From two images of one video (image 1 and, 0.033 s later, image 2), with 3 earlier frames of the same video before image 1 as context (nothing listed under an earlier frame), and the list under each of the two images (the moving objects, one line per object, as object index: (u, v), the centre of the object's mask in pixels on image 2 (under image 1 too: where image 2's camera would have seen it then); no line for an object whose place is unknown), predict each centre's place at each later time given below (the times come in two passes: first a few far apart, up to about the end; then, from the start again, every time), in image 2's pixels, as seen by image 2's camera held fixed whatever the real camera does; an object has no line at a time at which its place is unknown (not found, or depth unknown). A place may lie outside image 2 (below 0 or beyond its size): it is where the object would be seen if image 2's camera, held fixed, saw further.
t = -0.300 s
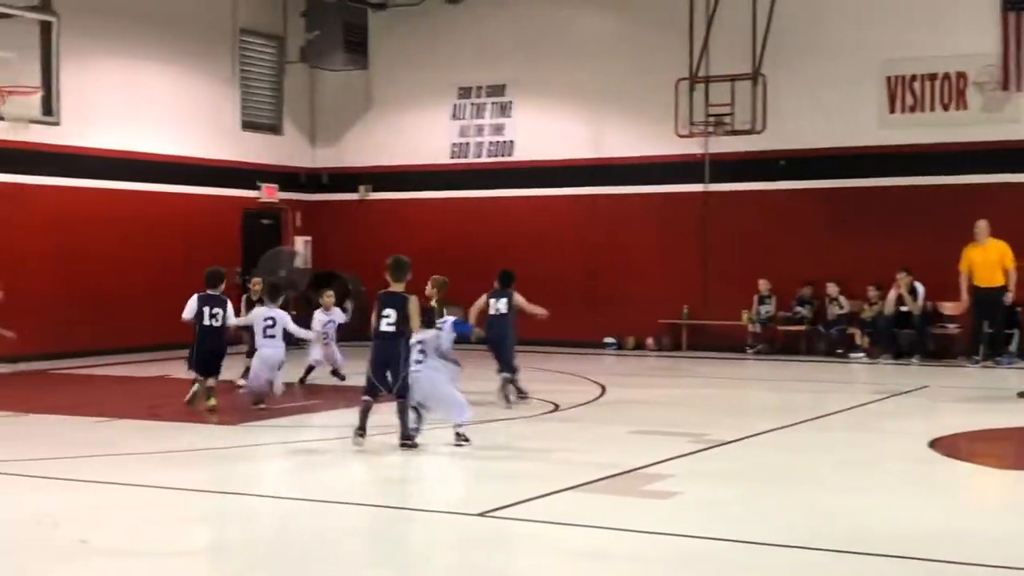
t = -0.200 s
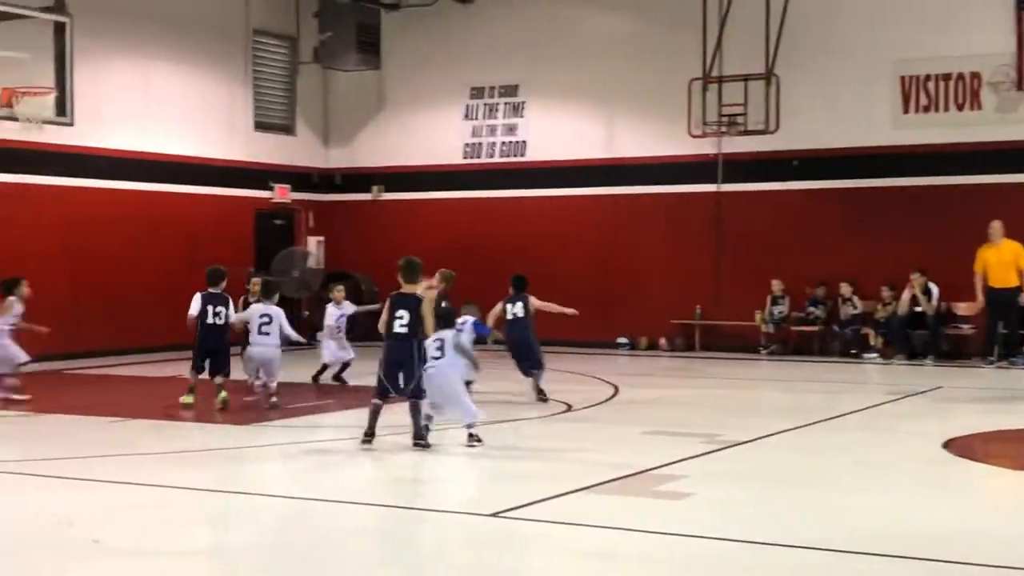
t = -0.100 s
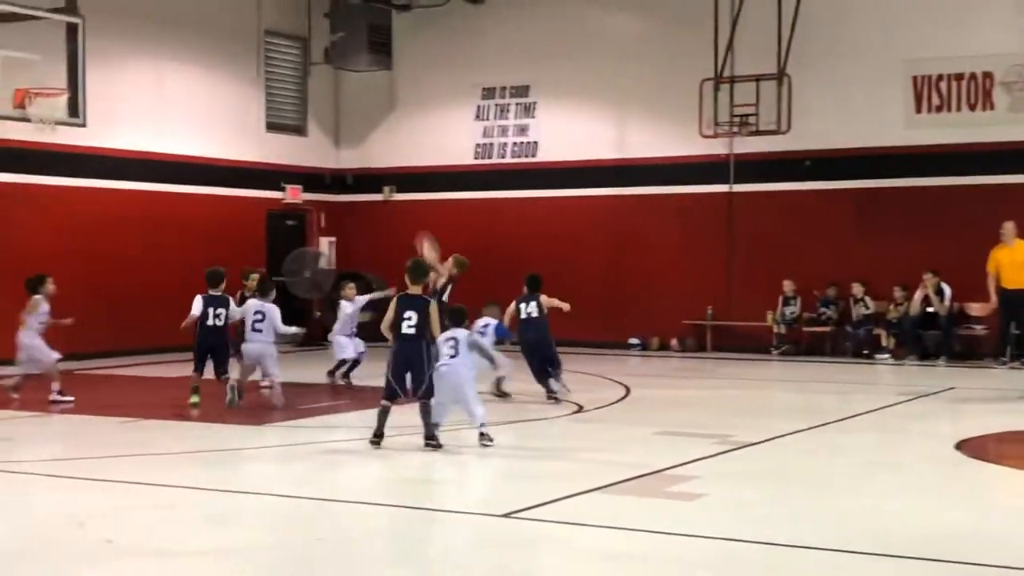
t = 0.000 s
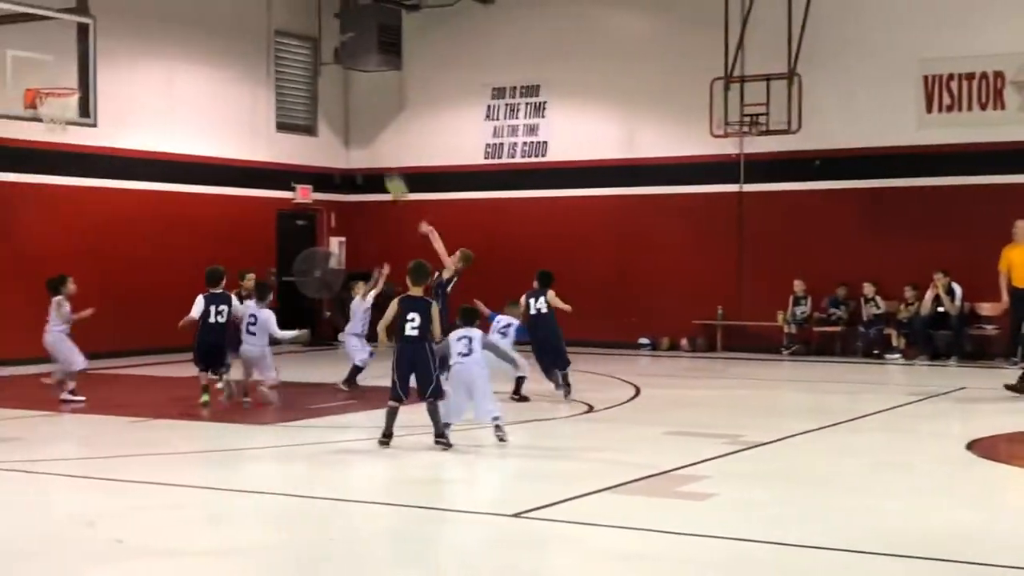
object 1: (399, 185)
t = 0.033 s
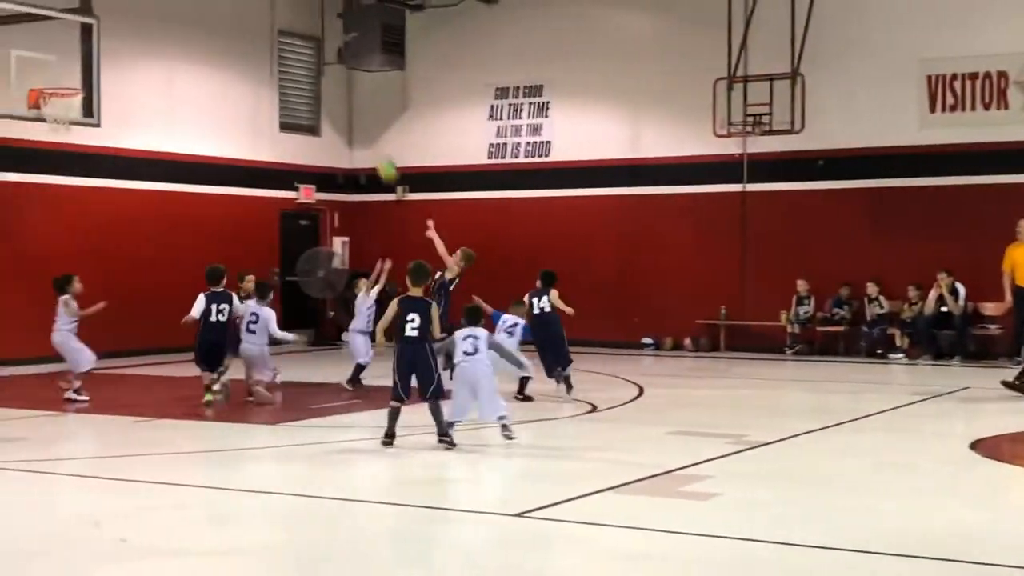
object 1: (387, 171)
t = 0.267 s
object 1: (288, 72)
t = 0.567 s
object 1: (164, 36)
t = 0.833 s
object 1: (58, 70)
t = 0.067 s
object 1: (371, 150)
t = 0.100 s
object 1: (357, 135)
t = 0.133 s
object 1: (343, 118)
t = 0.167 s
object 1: (329, 105)
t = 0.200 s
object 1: (316, 94)
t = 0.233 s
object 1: (303, 83)
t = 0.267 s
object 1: (288, 72)
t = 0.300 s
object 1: (275, 63)
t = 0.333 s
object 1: (261, 58)
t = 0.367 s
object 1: (248, 52)
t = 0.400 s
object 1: (231, 47)
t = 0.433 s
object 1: (217, 42)
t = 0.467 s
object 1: (203, 39)
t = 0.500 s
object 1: (190, 36)
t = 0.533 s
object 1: (177, 35)
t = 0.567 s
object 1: (164, 36)
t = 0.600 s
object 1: (151, 36)
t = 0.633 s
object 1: (139, 39)
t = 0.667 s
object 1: (126, 42)
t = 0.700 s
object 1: (112, 45)
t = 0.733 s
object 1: (96, 50)
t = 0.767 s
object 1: (83, 57)
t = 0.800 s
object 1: (70, 64)
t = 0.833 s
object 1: (58, 70)
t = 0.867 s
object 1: (48, 75)
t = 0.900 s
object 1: (42, 69)
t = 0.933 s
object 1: (35, 66)
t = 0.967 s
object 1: (30, 63)
